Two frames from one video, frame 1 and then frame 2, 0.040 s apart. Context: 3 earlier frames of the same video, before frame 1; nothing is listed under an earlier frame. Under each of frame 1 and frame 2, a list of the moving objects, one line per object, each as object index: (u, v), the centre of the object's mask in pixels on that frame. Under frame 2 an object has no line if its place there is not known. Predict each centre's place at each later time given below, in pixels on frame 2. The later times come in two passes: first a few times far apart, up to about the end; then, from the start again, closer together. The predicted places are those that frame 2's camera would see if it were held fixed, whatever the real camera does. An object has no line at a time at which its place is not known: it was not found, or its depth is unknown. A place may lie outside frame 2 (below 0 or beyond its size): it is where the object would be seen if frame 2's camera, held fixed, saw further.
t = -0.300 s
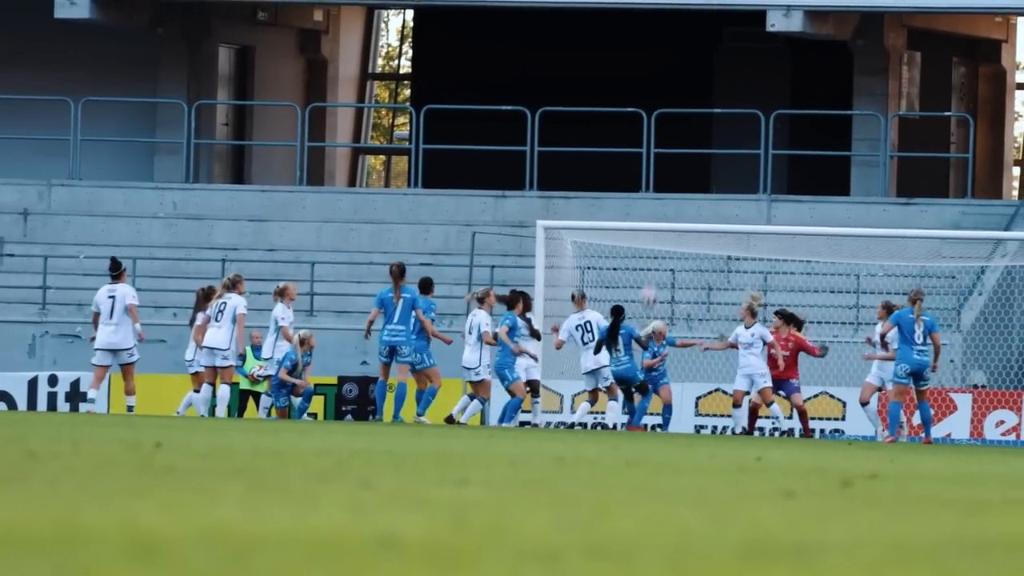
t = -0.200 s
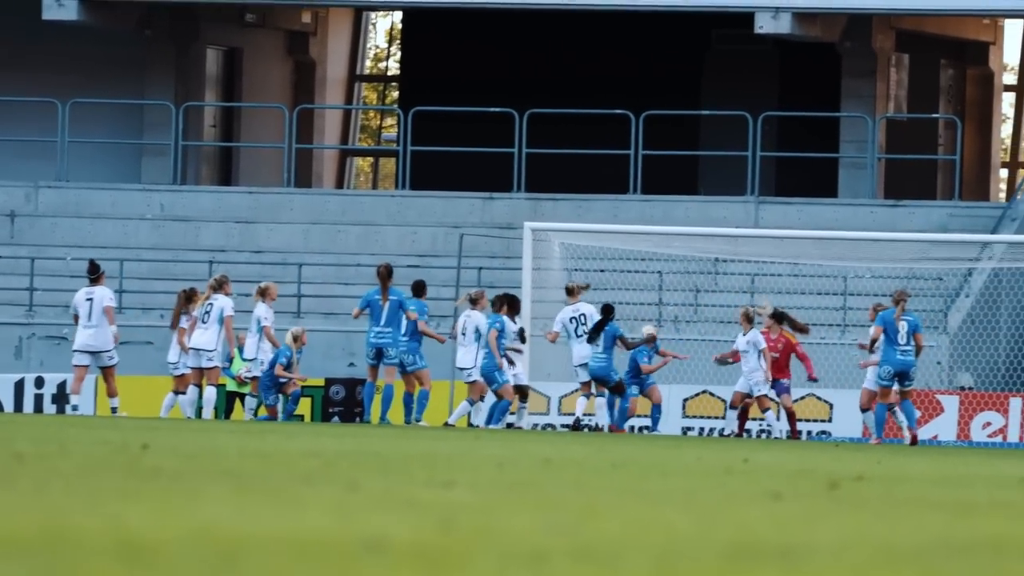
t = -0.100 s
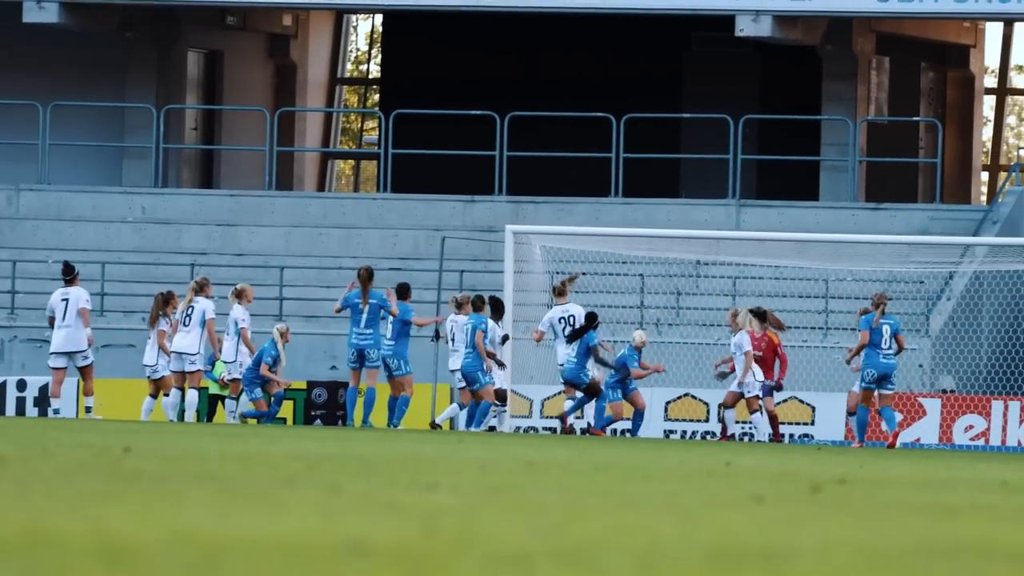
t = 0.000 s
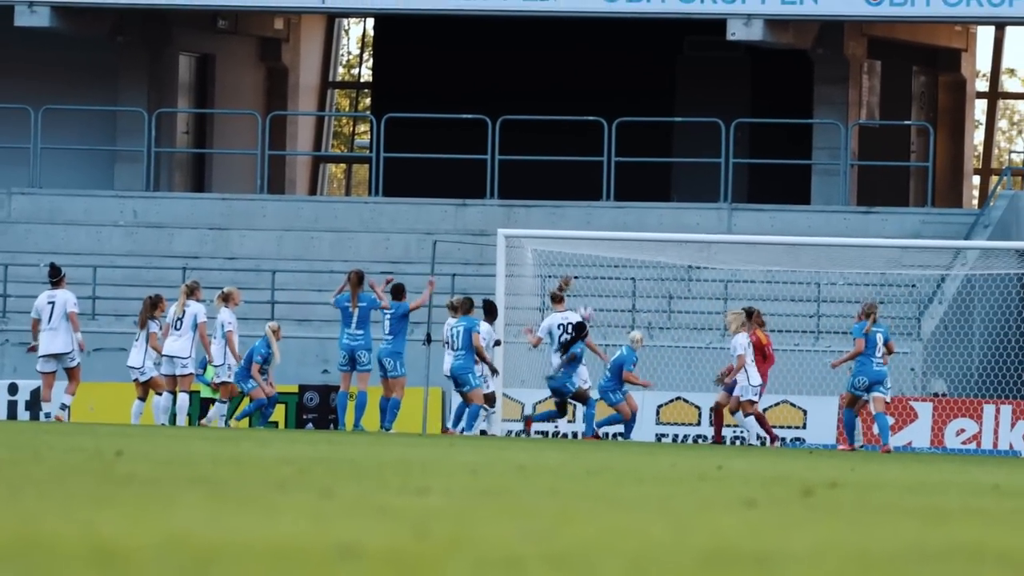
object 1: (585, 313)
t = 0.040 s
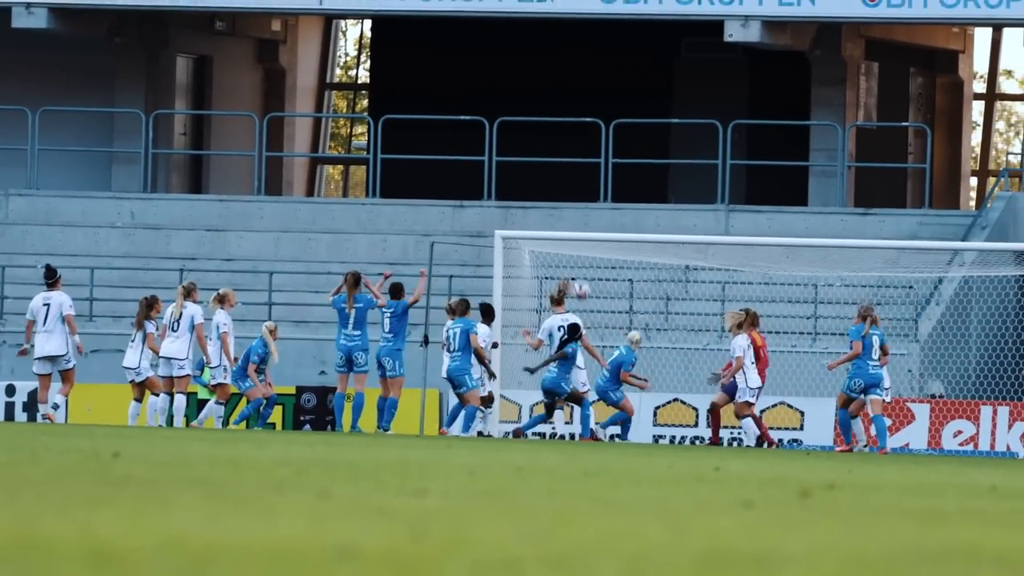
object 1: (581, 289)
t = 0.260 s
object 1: (573, 179)
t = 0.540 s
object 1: (563, 97)
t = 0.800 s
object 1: (552, 79)
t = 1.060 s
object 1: (539, 120)
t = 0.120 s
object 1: (578, 246)
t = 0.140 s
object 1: (578, 234)
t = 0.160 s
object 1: (577, 224)
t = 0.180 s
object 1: (577, 214)
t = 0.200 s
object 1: (576, 204)
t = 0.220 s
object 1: (575, 196)
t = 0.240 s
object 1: (574, 187)
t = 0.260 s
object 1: (573, 179)
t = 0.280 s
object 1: (573, 171)
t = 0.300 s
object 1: (572, 163)
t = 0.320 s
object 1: (571, 155)
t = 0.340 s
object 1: (571, 148)
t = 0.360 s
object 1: (570, 142)
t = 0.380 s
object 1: (569, 135)
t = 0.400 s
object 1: (569, 129)
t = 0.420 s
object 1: (568, 123)
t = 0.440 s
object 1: (567, 118)
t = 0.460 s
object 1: (566, 113)
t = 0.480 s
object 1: (565, 108)
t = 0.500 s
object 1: (565, 104)
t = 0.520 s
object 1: (564, 100)
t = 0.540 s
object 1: (563, 97)
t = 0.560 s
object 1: (562, 93)
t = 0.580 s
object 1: (561, 90)
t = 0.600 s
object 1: (560, 88)
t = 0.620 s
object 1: (560, 86)
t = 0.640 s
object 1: (559, 84)
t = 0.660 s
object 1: (558, 82)
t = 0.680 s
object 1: (557, 81)
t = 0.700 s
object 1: (556, 80)
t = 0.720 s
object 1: (555, 79)
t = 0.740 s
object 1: (554, 79)
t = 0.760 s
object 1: (553, 79)
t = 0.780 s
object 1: (552, 79)
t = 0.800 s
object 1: (552, 79)
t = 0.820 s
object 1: (551, 81)
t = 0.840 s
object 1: (550, 82)
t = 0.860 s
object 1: (549, 84)
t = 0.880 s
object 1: (548, 86)
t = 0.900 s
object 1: (547, 89)
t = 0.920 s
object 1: (546, 92)
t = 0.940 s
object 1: (545, 95)
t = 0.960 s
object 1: (544, 98)
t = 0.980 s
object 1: (543, 101)
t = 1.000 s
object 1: (542, 105)
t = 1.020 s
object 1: (541, 110)
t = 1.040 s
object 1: (540, 114)
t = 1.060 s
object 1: (539, 120)
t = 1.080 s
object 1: (538, 125)
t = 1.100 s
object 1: (536, 131)
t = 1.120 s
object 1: (535, 137)
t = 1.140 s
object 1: (534, 144)
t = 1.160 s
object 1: (533, 150)
